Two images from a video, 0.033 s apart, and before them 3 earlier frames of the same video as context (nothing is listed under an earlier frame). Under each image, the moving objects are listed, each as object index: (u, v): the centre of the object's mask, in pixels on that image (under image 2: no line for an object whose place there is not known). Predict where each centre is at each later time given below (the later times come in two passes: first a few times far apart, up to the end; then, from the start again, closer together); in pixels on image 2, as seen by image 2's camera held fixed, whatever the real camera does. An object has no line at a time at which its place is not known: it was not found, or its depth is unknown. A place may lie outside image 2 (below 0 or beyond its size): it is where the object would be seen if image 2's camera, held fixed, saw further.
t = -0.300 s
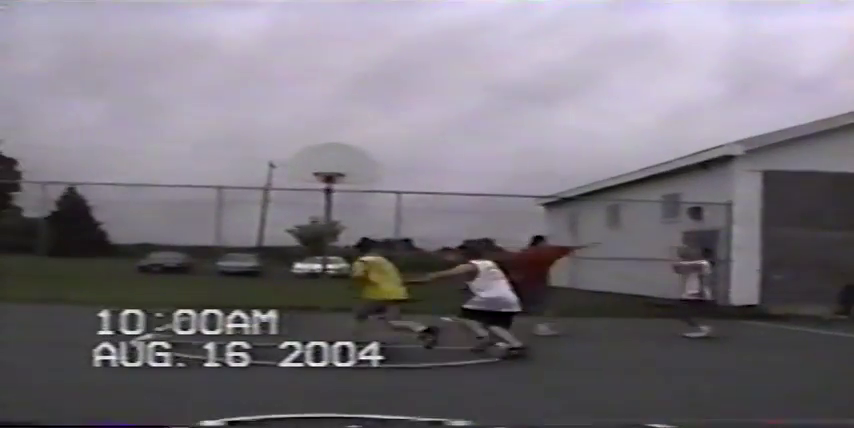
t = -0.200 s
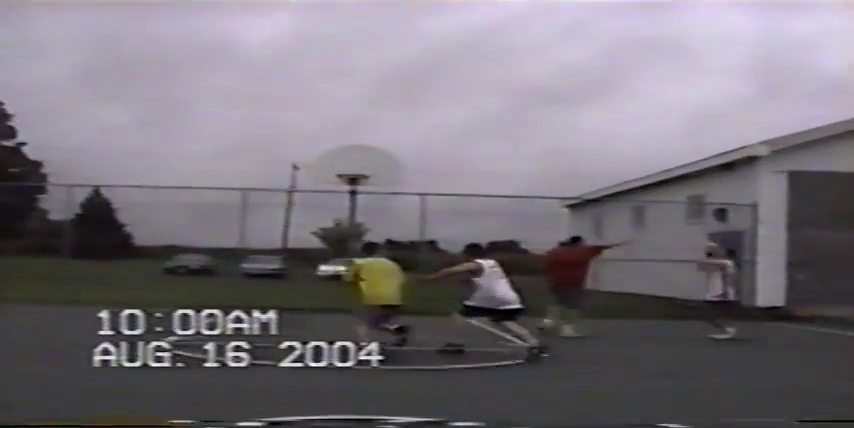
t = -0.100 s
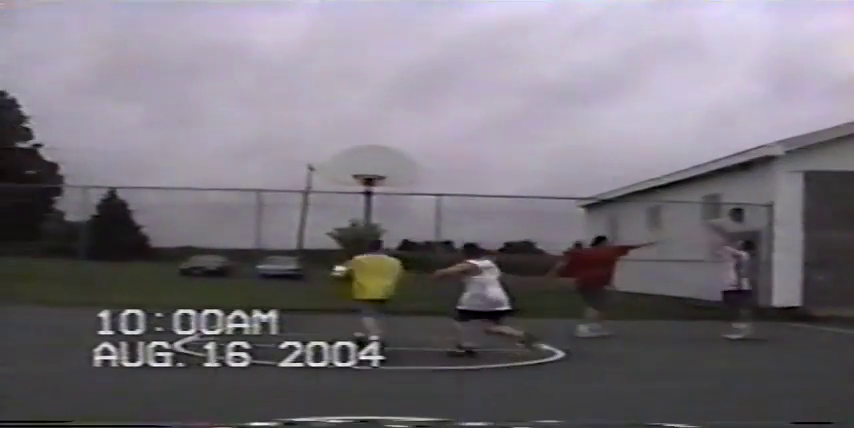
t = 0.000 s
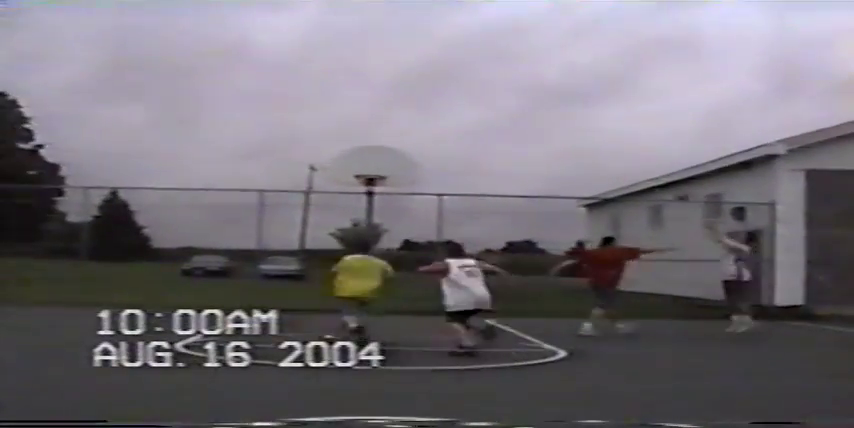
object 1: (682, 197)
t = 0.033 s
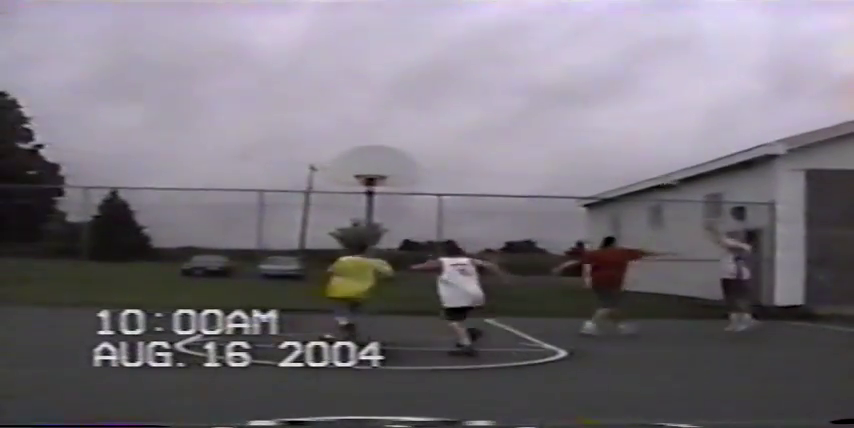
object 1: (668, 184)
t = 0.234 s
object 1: (597, 140)
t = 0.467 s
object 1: (521, 117)
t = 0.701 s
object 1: (451, 122)
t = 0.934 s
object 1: (387, 152)
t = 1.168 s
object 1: (353, 155)
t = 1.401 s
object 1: (345, 145)
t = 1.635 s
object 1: (329, 155)
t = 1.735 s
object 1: (319, 167)
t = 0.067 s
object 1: (657, 176)
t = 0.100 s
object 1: (645, 167)
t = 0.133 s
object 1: (632, 159)
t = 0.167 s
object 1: (620, 153)
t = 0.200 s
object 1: (609, 145)
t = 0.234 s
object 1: (597, 140)
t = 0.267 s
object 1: (586, 135)
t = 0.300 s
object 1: (575, 131)
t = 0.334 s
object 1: (564, 127)
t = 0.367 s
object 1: (552, 124)
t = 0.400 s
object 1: (542, 121)
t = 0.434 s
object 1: (531, 119)
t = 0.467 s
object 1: (521, 117)
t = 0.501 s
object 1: (510, 116)
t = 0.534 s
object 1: (500, 116)
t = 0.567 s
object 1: (489, 116)
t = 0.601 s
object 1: (477, 116)
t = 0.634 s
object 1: (469, 118)
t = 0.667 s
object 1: (461, 120)
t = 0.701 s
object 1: (451, 122)
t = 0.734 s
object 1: (442, 125)
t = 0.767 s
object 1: (433, 128)
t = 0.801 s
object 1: (424, 132)
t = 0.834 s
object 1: (415, 137)
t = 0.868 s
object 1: (405, 142)
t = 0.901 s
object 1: (397, 147)
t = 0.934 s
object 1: (387, 152)
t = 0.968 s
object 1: (378, 158)
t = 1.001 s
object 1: (369, 165)
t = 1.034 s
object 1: (360, 172)
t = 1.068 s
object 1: (358, 167)
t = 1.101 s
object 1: (356, 163)
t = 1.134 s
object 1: (355, 159)
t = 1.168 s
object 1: (353, 155)
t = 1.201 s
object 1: (353, 152)
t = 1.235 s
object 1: (351, 150)
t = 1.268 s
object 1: (350, 149)
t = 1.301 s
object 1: (349, 148)
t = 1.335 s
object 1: (348, 147)
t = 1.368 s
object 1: (347, 146)
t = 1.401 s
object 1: (345, 145)
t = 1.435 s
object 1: (344, 145)
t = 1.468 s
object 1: (342, 146)
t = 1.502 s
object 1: (339, 148)
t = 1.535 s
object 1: (337, 148)
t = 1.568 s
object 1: (335, 150)
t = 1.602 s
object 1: (333, 153)
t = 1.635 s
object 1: (329, 155)
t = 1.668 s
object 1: (326, 159)
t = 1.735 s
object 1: (319, 167)
